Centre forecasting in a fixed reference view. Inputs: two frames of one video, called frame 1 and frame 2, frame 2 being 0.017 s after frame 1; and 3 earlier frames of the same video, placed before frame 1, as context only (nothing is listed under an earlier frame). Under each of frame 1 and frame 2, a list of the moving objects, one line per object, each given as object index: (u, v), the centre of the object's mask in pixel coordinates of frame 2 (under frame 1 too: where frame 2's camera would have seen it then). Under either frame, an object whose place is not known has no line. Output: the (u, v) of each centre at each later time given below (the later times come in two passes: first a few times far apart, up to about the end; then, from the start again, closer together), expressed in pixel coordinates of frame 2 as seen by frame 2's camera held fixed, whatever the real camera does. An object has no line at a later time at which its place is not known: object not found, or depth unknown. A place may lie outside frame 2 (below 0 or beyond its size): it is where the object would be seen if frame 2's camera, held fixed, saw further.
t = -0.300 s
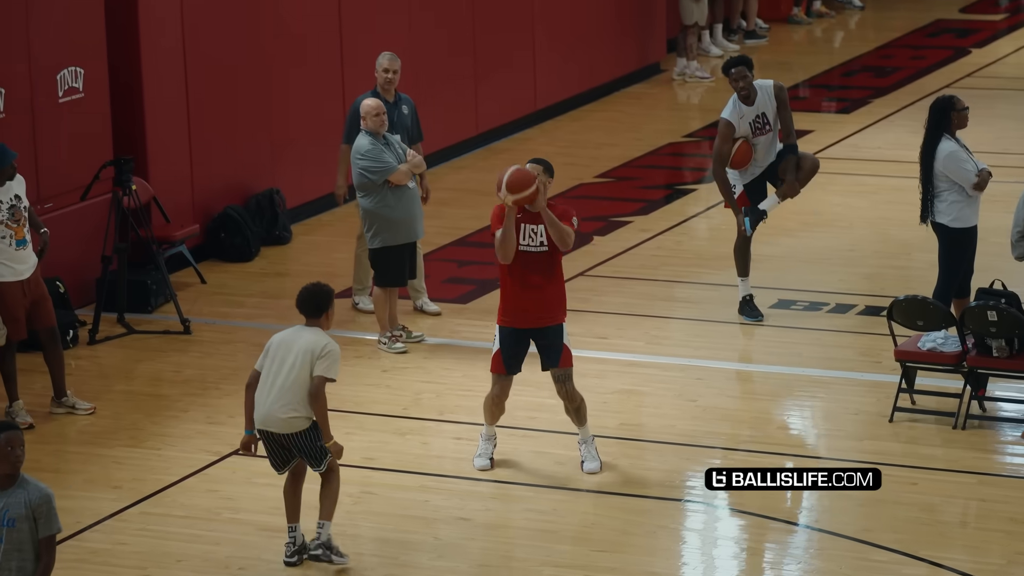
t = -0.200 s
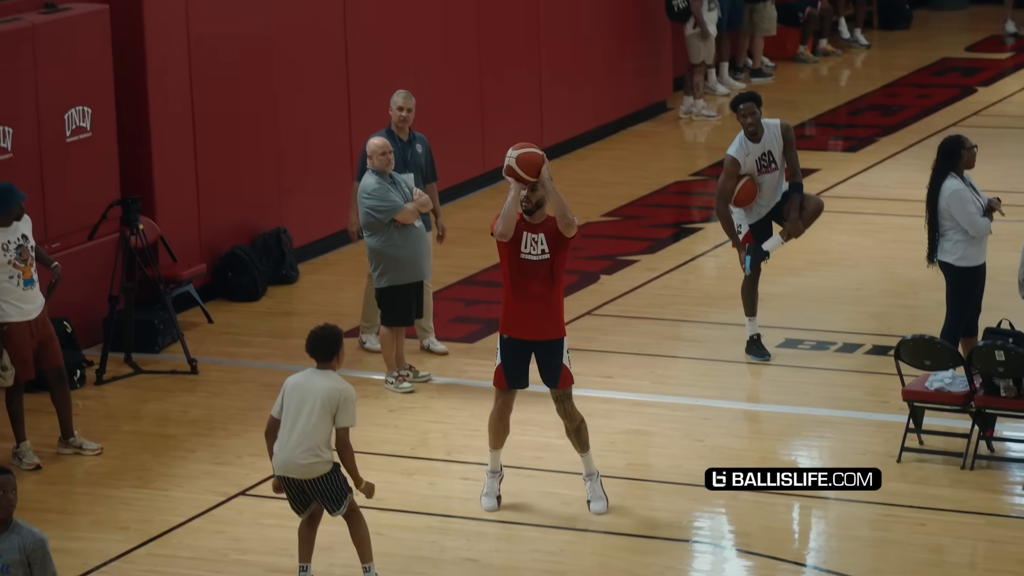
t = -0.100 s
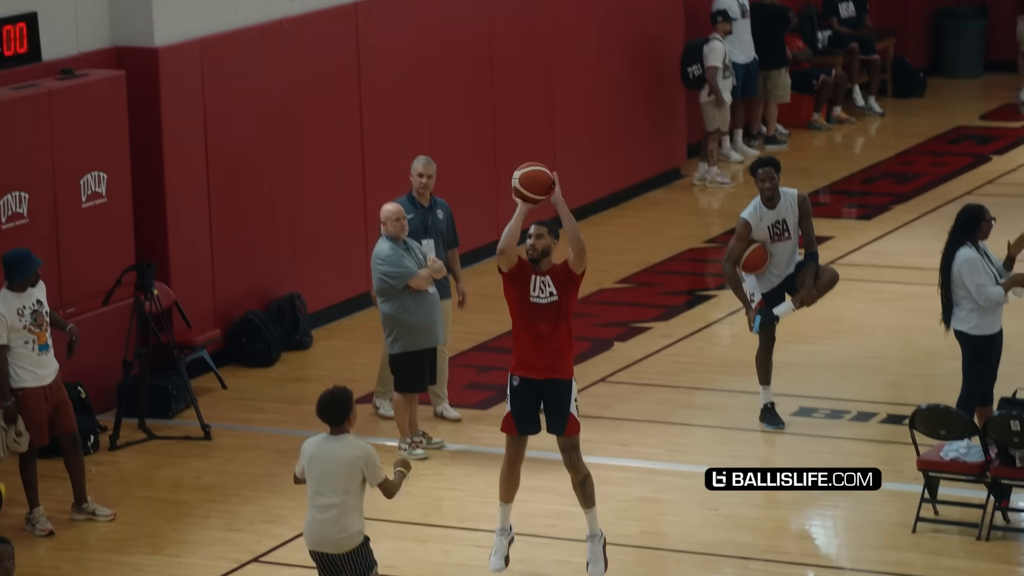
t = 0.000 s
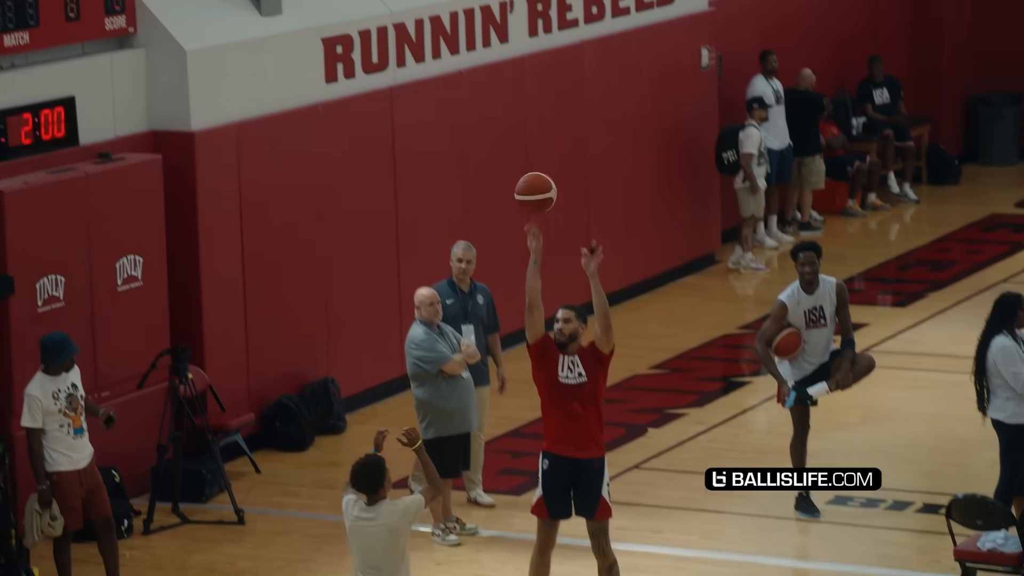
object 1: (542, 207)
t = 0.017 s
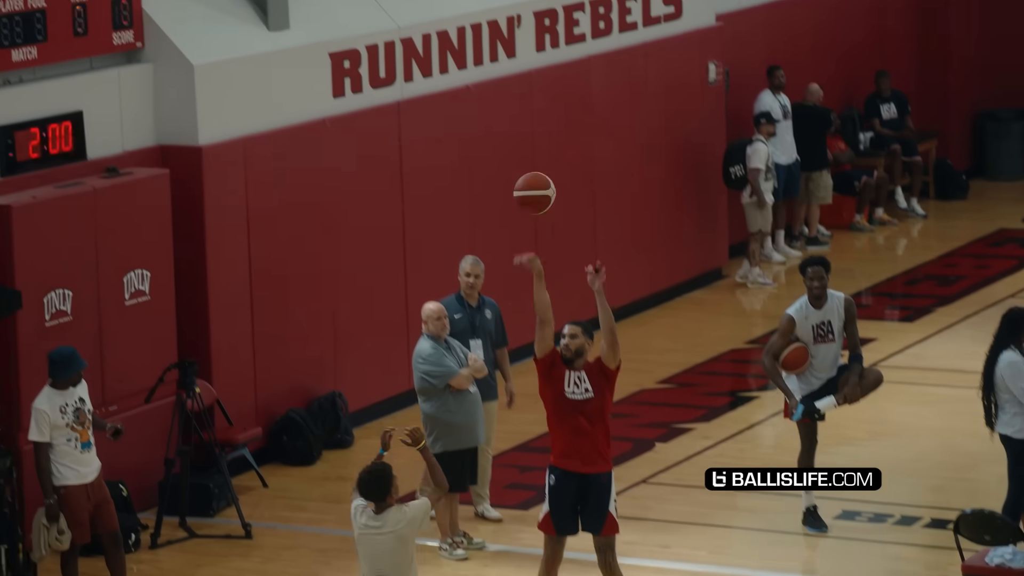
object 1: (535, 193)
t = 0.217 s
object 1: (432, 50)
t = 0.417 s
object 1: (317, -40)
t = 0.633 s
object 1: (180, -61)
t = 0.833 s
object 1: (43, 8)
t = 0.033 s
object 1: (526, 179)
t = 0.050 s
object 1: (518, 164)
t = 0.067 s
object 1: (509, 150)
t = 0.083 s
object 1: (502, 137)
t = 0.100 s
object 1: (493, 126)
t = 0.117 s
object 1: (484, 115)
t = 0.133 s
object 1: (475, 103)
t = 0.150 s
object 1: (466, 91)
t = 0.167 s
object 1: (458, 80)
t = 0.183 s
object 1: (450, 70)
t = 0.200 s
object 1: (440, 60)
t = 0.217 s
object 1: (432, 50)
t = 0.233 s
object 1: (422, 40)
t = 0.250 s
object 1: (413, 30)
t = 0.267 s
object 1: (403, 21)
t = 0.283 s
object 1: (394, 13)
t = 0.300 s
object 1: (385, 6)
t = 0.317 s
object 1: (376, -2)
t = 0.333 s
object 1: (366, -10)
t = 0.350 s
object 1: (356, -17)
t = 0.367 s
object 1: (347, -24)
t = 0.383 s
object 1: (337, -30)
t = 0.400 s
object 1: (327, -35)
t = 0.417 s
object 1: (317, -40)
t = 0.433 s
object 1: (307, -44)
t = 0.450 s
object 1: (297, -49)
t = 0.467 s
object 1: (286, -53)
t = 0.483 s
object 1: (276, -56)
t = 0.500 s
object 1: (266, -59)
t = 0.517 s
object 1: (255, -61)
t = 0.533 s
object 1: (245, -63)
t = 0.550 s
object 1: (234, -64)
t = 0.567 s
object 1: (224, -65)
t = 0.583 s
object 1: (213, -65)
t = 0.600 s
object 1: (203, -63)
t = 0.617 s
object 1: (191, -62)
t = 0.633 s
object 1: (180, -61)
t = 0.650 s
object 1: (169, -59)
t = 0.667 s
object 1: (158, -55)
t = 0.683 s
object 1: (146, -52)
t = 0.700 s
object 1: (135, -48)
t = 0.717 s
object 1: (124, -43)
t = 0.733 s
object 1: (113, -37)
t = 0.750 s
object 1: (102, -31)
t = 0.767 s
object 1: (90, -24)
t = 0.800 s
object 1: (66, -11)
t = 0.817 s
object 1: (54, -5)
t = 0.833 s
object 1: (43, 8)
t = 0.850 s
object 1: (30, 19)
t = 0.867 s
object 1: (19, 28)
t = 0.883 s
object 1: (6, 39)
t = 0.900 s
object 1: (-6, 53)
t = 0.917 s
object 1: (-20, 68)
